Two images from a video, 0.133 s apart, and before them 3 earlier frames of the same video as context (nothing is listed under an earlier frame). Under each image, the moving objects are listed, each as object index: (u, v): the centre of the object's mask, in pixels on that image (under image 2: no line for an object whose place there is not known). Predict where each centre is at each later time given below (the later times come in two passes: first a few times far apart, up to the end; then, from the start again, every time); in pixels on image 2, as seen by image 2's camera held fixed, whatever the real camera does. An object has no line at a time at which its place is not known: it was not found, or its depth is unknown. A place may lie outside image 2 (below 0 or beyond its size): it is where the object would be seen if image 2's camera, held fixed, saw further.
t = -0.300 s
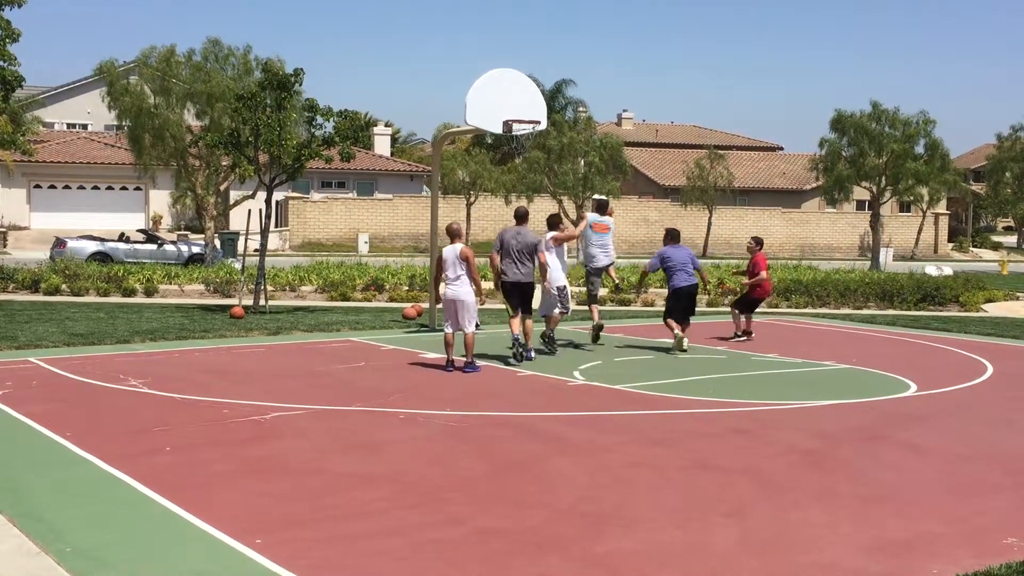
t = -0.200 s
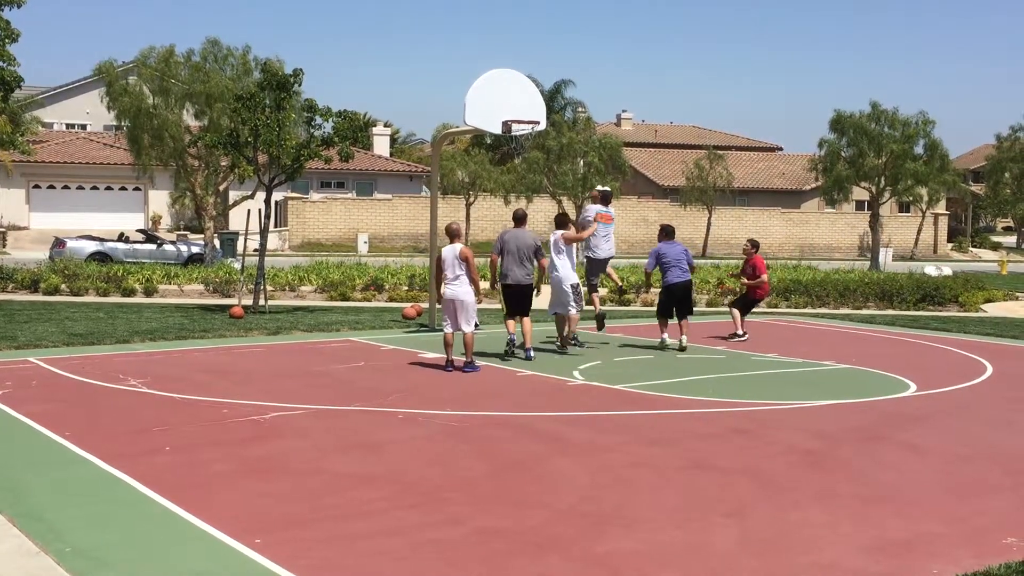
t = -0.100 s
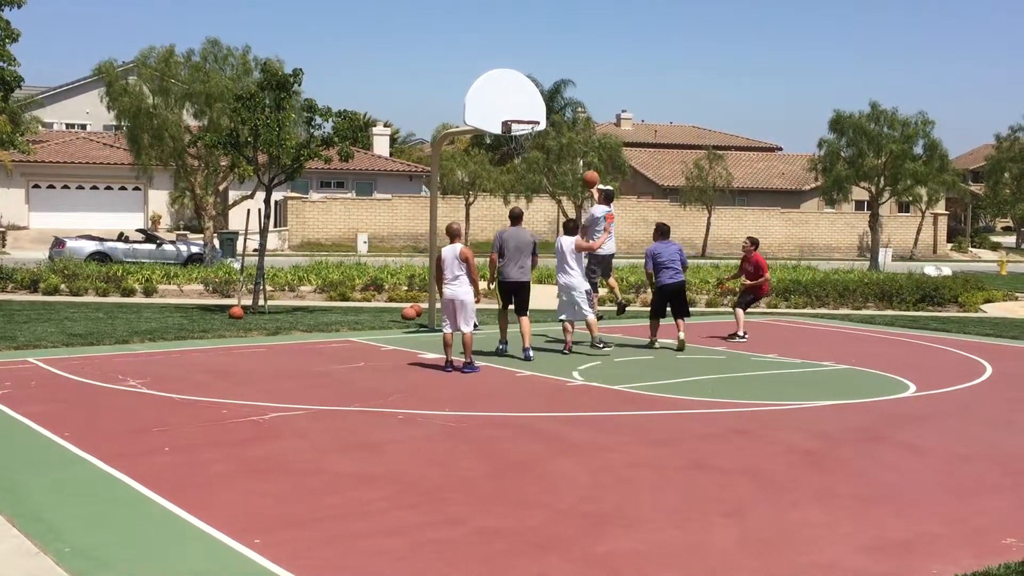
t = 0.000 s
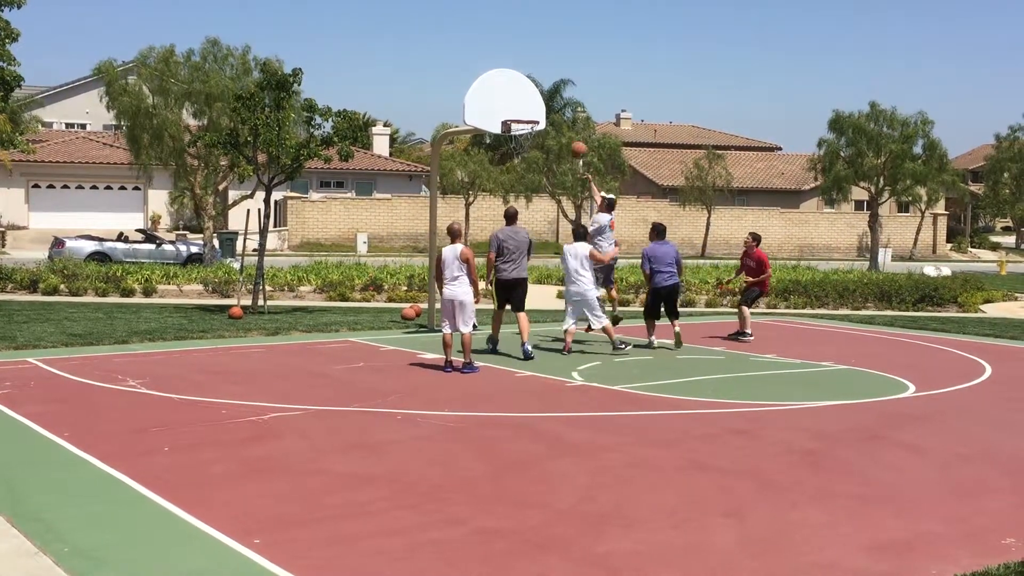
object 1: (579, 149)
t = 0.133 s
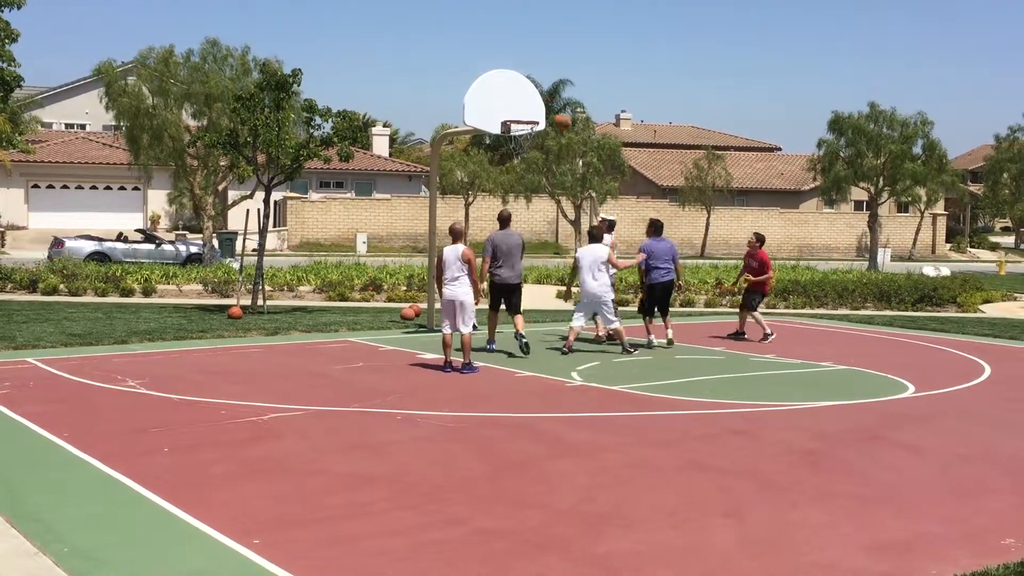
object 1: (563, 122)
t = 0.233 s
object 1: (551, 108)
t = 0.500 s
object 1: (544, 101)
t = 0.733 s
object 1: (555, 117)
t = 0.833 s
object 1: (567, 125)
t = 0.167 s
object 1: (560, 116)
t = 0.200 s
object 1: (556, 111)
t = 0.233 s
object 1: (551, 108)
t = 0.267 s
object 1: (547, 105)
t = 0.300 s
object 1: (543, 104)
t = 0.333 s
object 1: (542, 102)
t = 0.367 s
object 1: (543, 100)
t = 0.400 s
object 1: (543, 99)
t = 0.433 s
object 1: (543, 99)
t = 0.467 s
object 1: (543, 99)
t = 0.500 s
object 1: (544, 101)
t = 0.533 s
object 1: (543, 102)
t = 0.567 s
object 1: (544, 106)
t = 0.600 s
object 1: (545, 110)
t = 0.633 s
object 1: (544, 114)
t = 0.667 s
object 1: (548, 115)
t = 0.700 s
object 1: (552, 115)
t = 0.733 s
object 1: (555, 117)
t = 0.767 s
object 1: (562, 121)
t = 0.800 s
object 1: (565, 121)
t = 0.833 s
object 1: (567, 125)
